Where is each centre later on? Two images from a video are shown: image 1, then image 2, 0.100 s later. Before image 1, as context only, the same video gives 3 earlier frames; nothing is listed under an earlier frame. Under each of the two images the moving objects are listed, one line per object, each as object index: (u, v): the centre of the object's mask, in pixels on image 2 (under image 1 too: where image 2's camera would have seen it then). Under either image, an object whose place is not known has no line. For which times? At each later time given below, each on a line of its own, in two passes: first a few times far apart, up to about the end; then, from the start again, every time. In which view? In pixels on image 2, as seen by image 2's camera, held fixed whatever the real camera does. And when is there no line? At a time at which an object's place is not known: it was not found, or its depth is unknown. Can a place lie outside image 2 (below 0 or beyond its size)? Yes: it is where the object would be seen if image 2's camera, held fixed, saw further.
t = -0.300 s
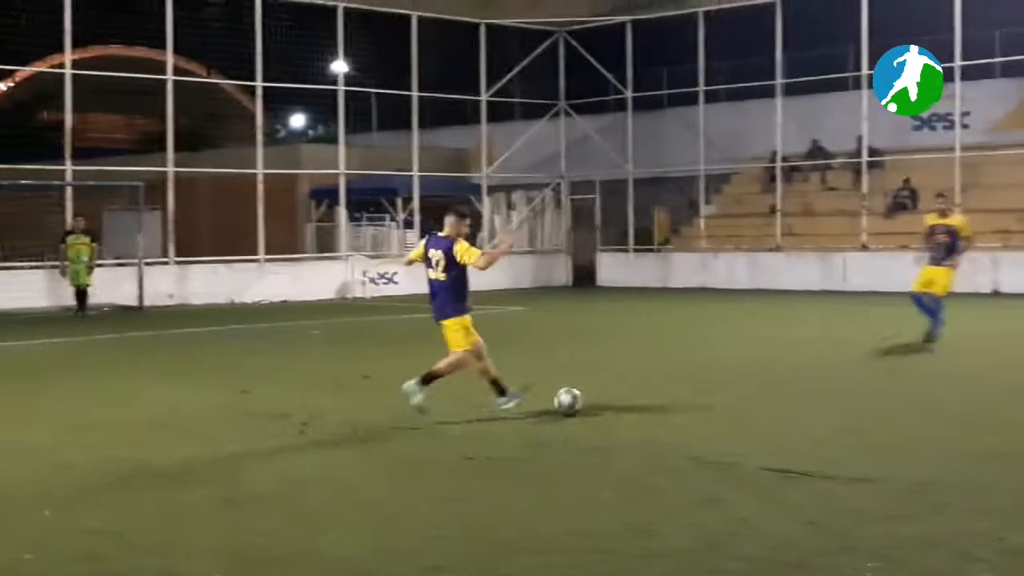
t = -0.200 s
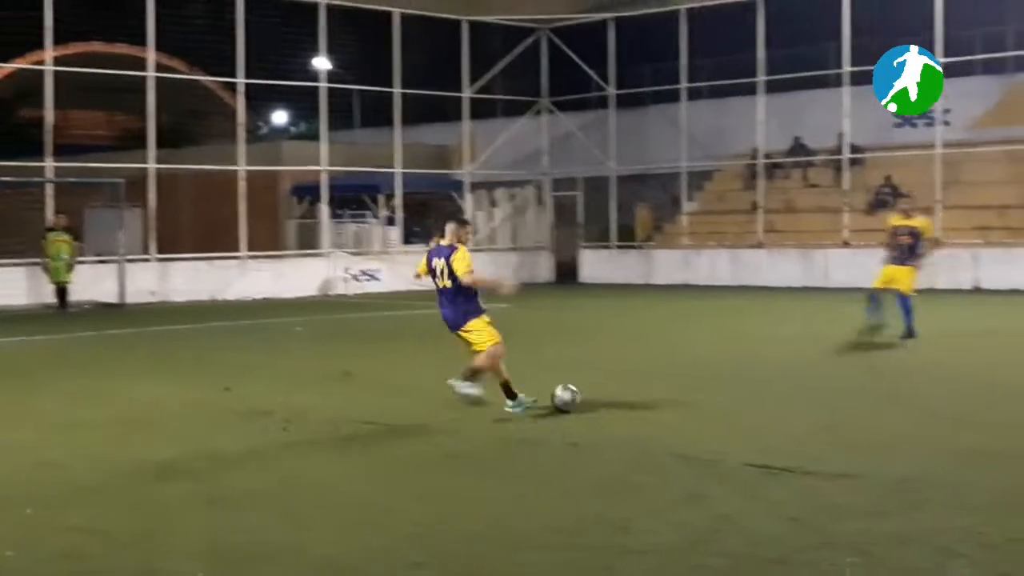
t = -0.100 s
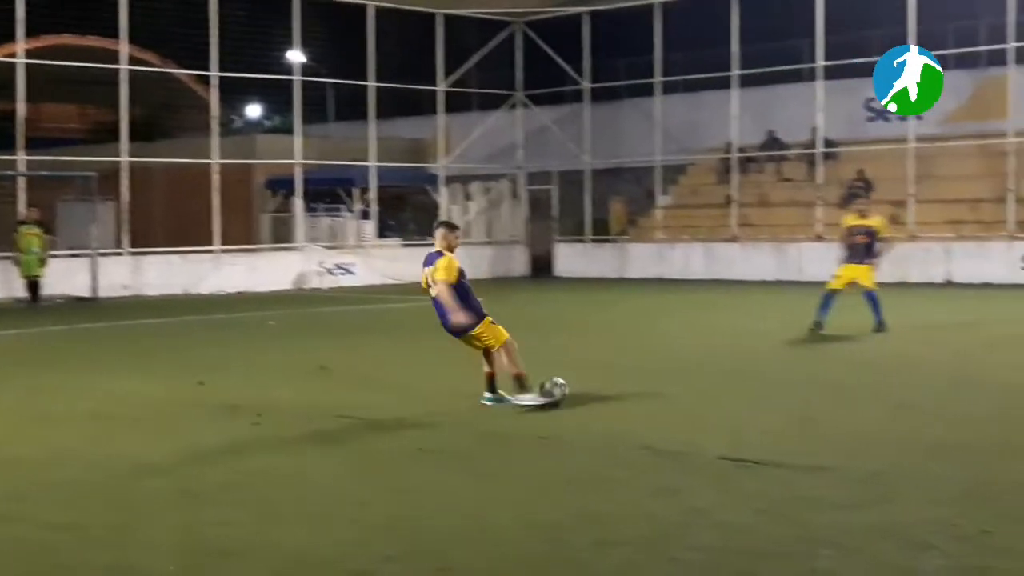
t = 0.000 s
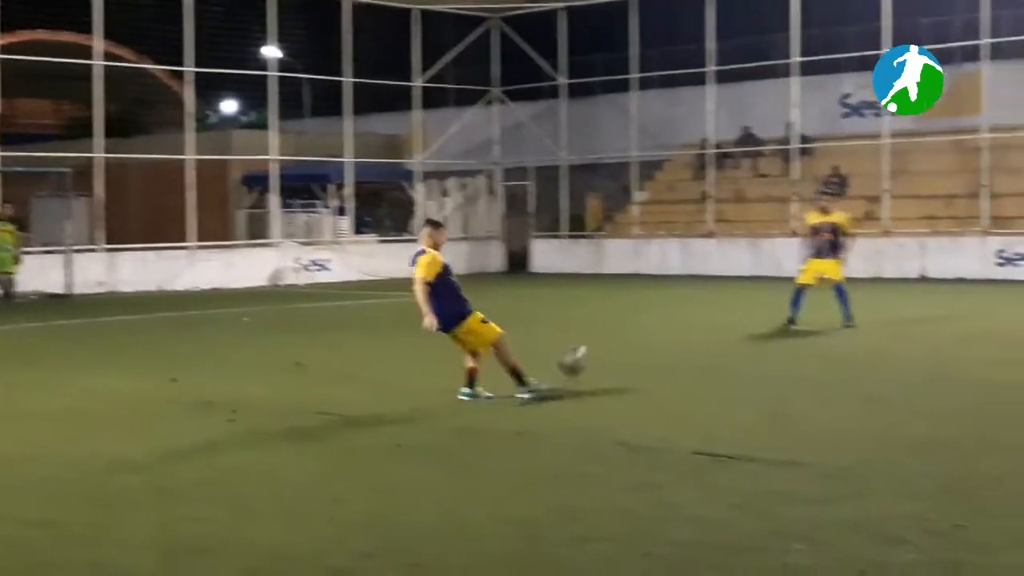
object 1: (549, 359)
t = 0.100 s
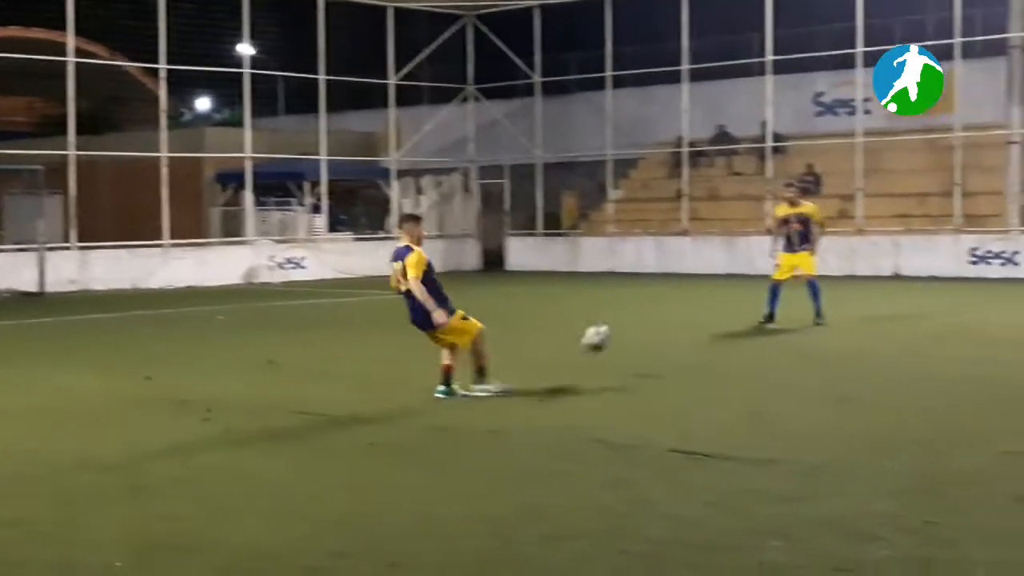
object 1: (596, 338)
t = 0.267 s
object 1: (664, 334)
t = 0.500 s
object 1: (734, 325)
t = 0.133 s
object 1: (610, 335)
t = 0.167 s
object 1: (624, 333)
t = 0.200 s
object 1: (638, 332)
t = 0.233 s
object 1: (652, 332)
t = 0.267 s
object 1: (664, 334)
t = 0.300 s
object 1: (677, 337)
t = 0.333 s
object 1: (689, 341)
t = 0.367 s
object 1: (701, 344)
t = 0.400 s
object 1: (709, 339)
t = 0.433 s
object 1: (716, 332)
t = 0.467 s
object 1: (726, 327)
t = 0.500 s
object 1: (734, 325)
